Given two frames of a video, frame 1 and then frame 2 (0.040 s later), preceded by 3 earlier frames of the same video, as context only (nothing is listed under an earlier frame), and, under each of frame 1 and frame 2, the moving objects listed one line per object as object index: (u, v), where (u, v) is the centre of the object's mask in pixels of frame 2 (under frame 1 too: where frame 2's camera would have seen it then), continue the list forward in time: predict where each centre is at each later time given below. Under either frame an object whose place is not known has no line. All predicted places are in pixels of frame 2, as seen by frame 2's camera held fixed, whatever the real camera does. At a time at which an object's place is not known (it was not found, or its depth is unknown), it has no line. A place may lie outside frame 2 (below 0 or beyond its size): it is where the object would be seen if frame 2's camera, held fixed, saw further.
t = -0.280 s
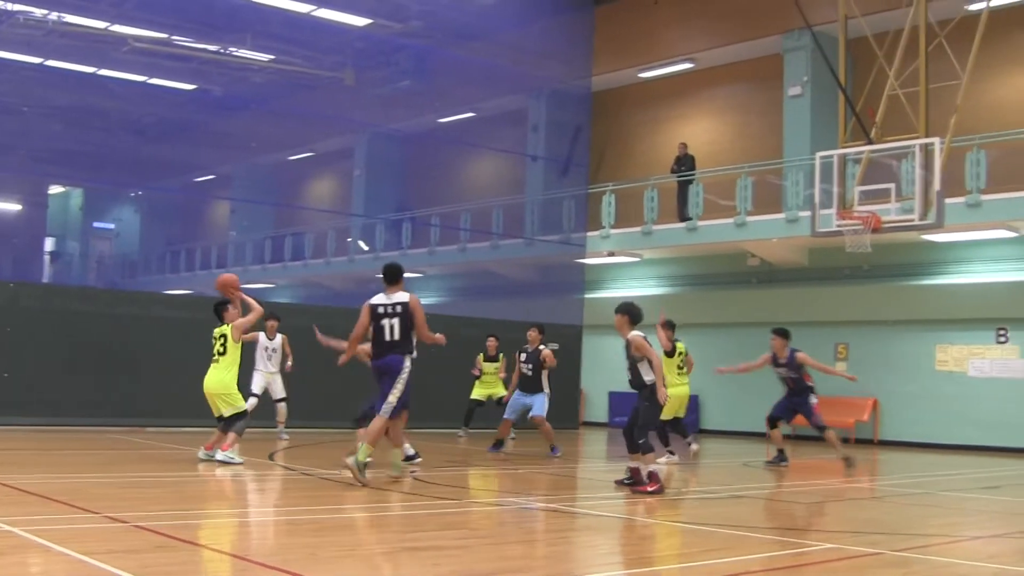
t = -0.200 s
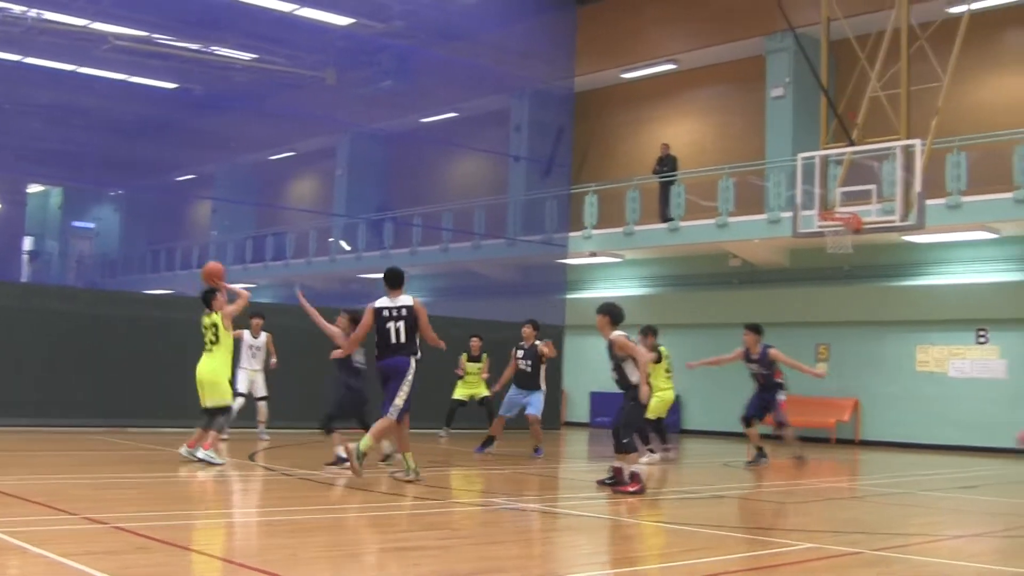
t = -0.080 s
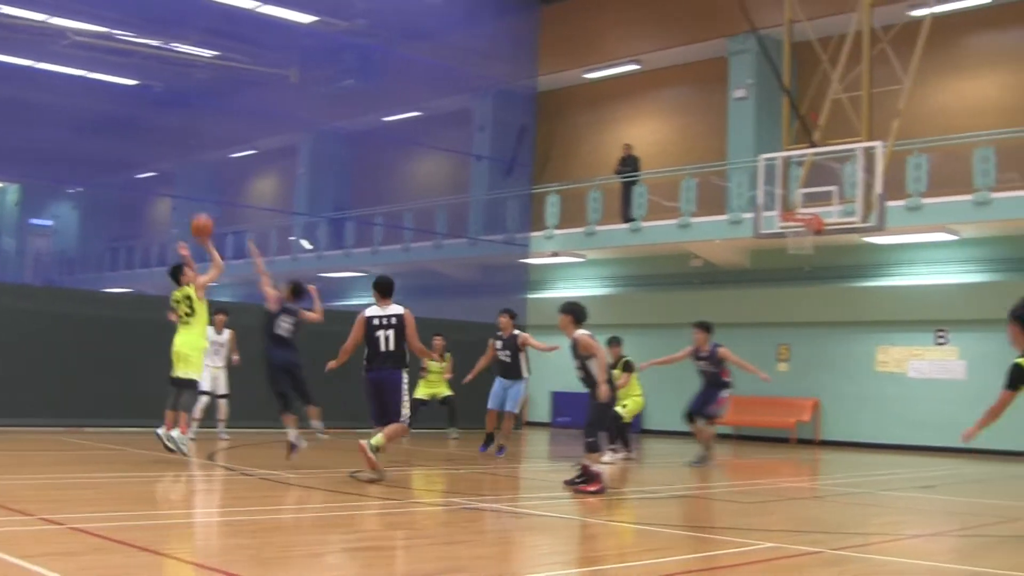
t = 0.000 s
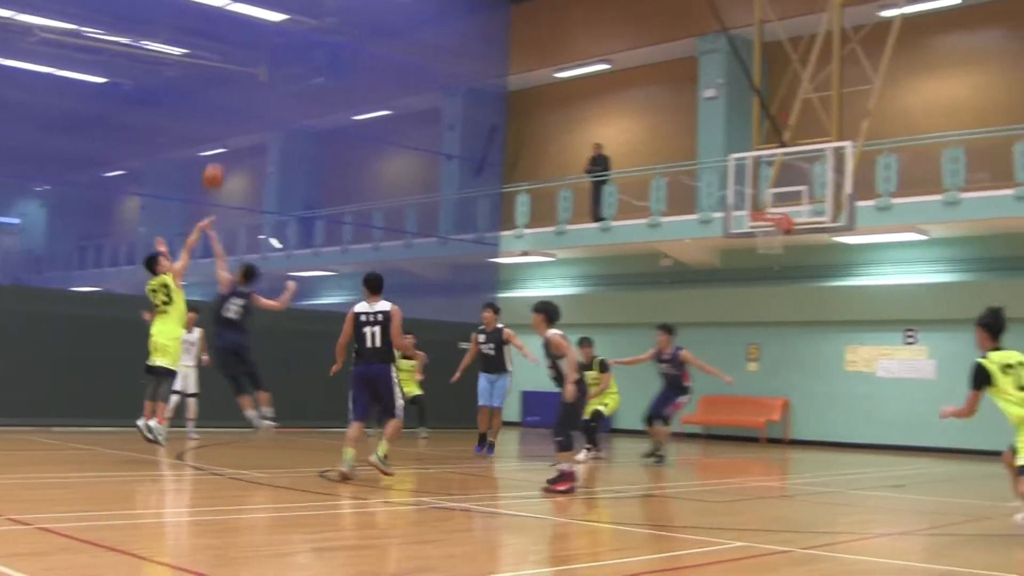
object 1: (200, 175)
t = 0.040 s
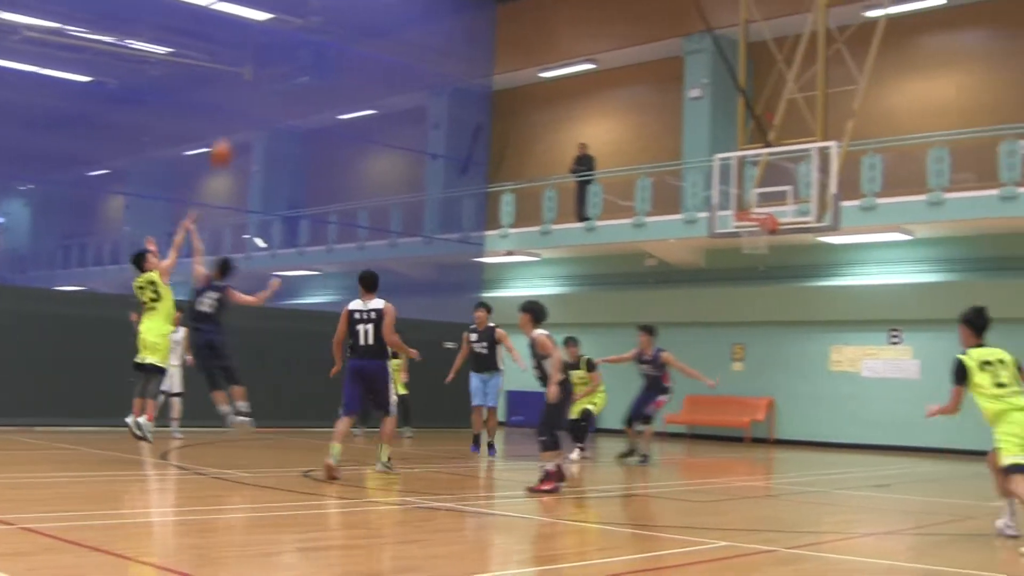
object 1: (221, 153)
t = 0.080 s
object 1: (239, 133)
